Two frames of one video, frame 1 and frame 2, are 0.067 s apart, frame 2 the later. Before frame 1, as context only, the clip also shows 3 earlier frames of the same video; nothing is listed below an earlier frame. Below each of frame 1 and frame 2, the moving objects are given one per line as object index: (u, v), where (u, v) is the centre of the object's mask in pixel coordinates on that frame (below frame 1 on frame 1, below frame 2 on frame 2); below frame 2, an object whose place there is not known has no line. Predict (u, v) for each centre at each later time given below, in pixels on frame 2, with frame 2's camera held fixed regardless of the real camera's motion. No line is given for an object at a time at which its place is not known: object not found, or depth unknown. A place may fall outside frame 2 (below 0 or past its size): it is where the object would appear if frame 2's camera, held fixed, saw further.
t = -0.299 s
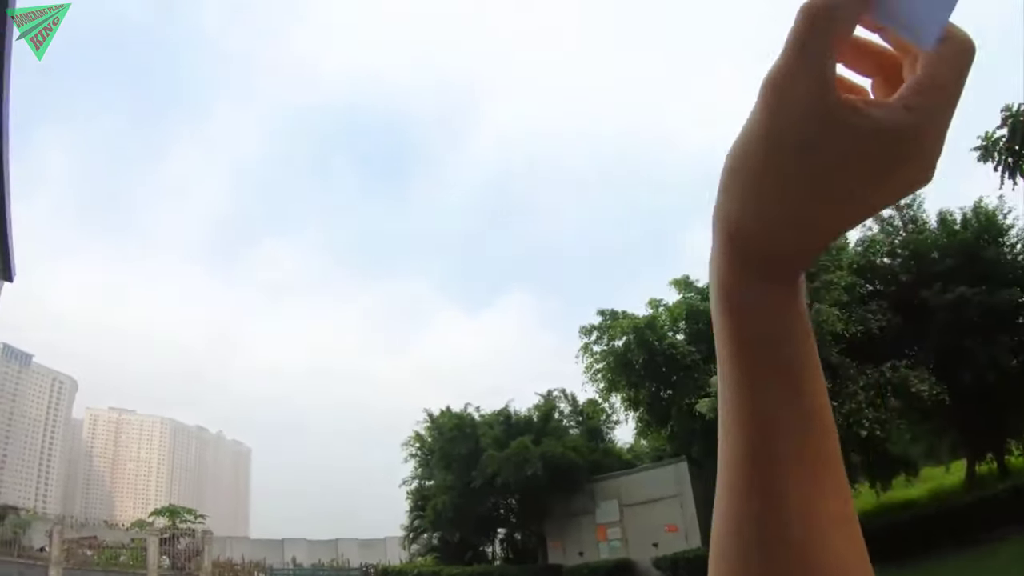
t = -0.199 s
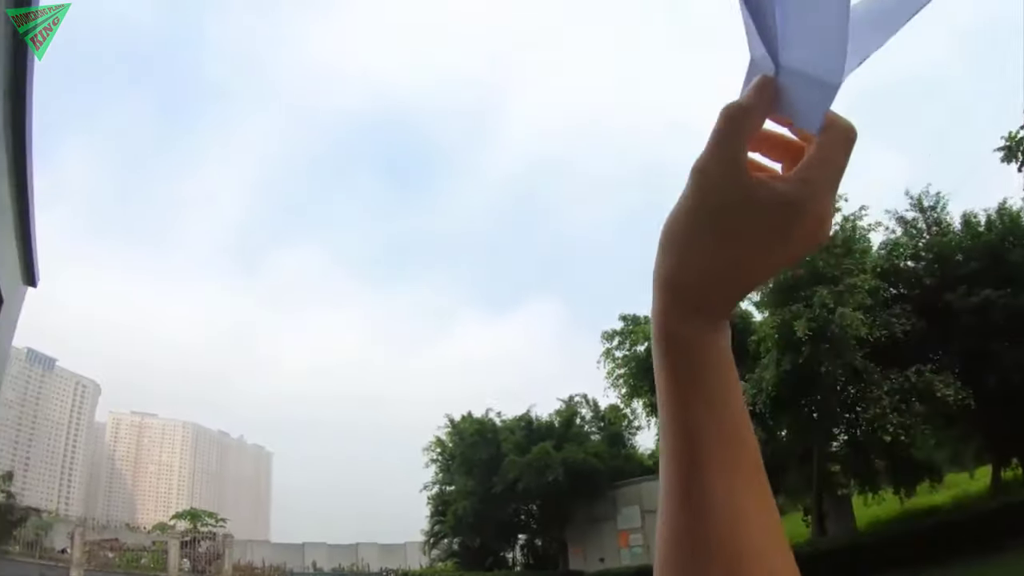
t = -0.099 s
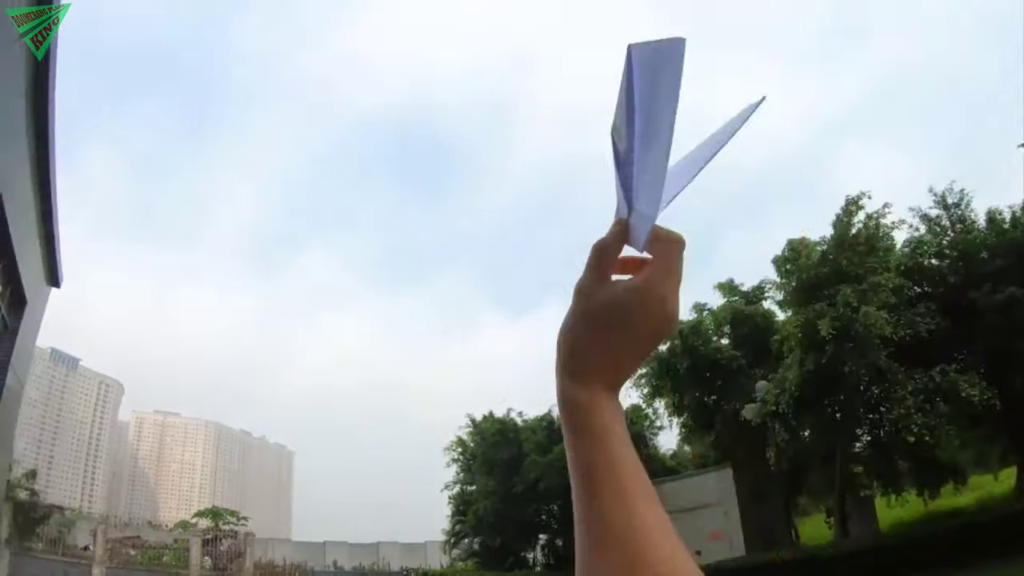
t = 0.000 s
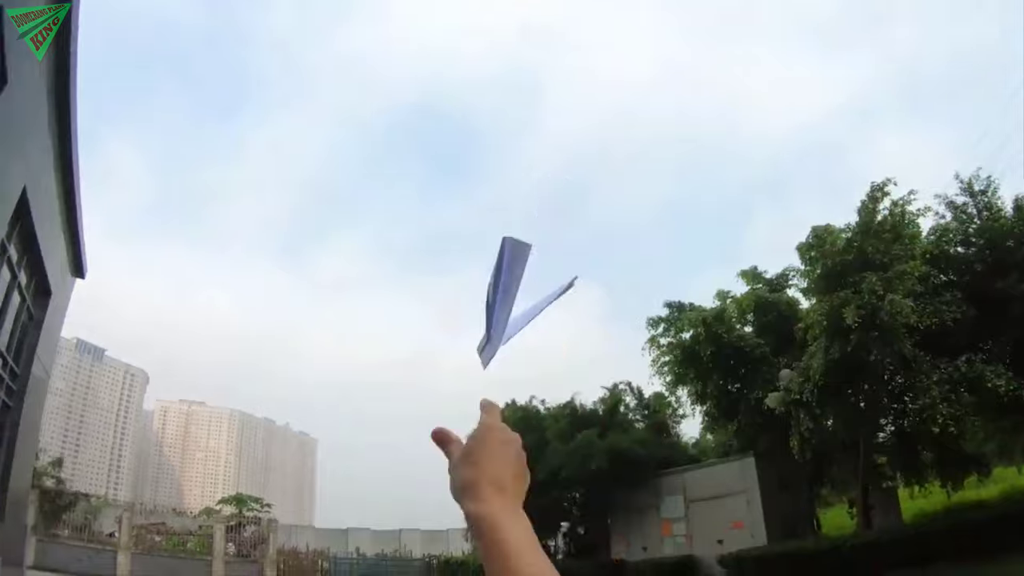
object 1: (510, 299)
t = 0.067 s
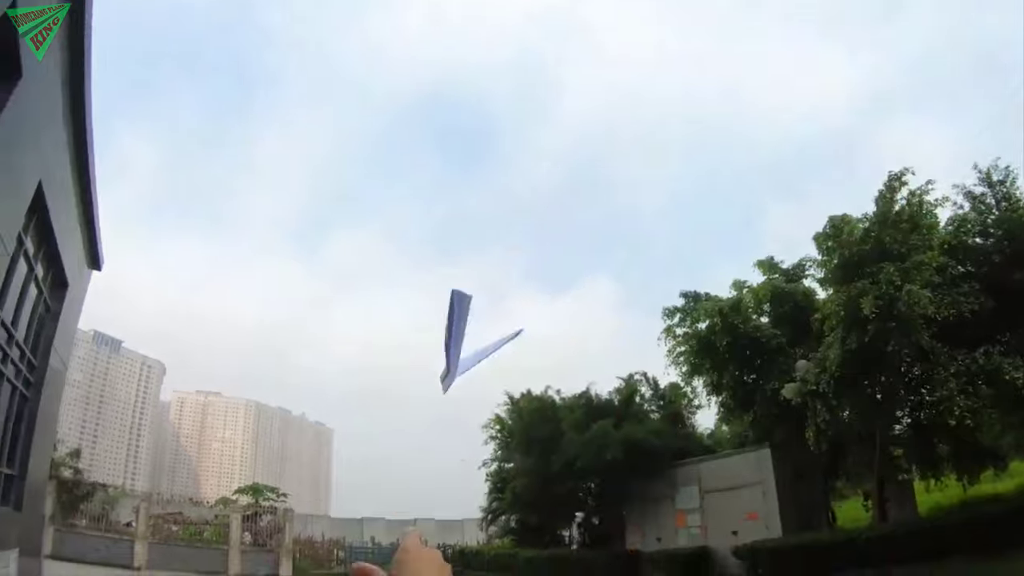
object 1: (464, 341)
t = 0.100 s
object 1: (443, 354)
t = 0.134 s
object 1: (425, 362)
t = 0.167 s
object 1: (410, 368)
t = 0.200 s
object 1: (395, 372)
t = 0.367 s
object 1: (341, 383)
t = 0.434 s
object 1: (335, 381)
